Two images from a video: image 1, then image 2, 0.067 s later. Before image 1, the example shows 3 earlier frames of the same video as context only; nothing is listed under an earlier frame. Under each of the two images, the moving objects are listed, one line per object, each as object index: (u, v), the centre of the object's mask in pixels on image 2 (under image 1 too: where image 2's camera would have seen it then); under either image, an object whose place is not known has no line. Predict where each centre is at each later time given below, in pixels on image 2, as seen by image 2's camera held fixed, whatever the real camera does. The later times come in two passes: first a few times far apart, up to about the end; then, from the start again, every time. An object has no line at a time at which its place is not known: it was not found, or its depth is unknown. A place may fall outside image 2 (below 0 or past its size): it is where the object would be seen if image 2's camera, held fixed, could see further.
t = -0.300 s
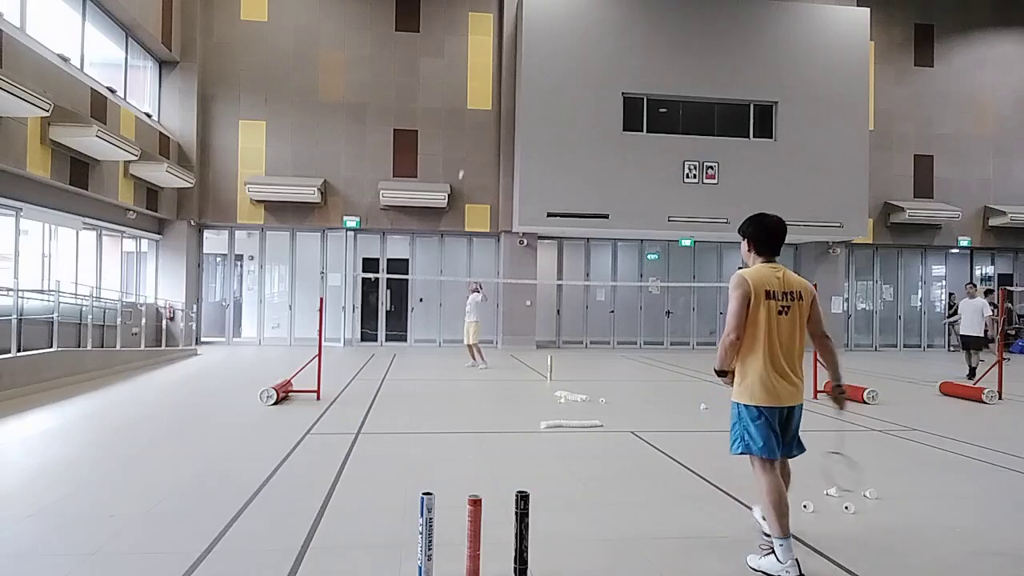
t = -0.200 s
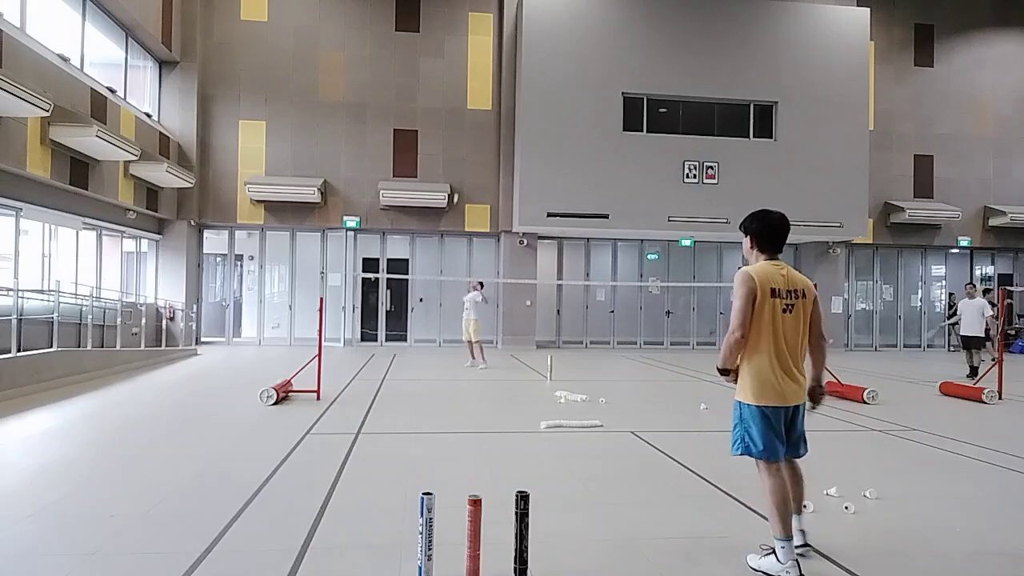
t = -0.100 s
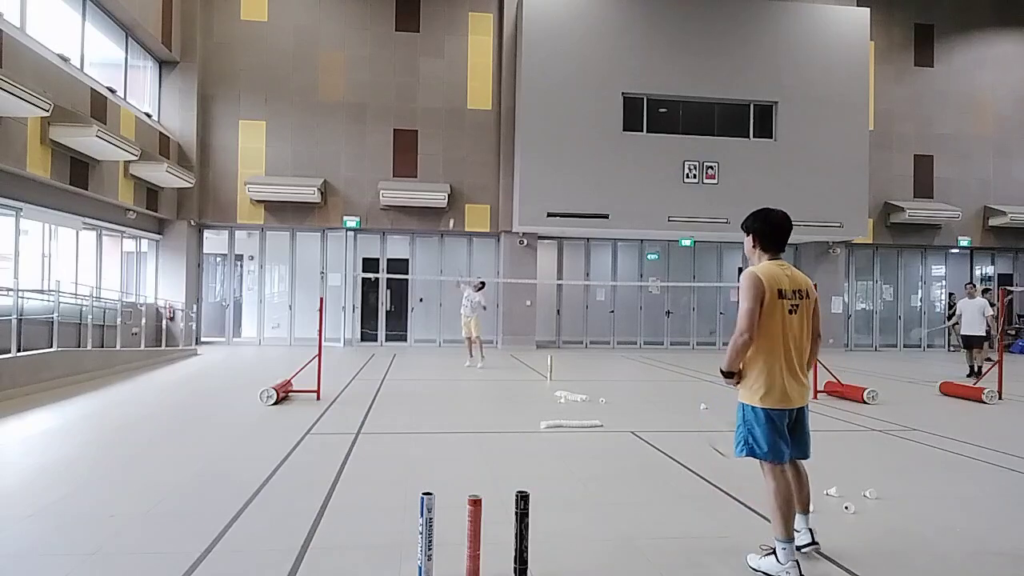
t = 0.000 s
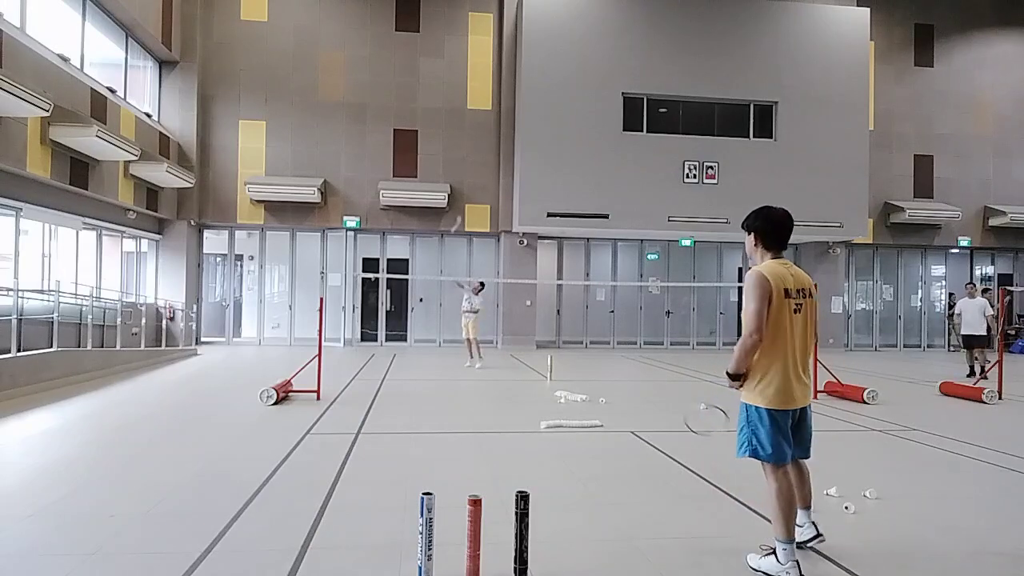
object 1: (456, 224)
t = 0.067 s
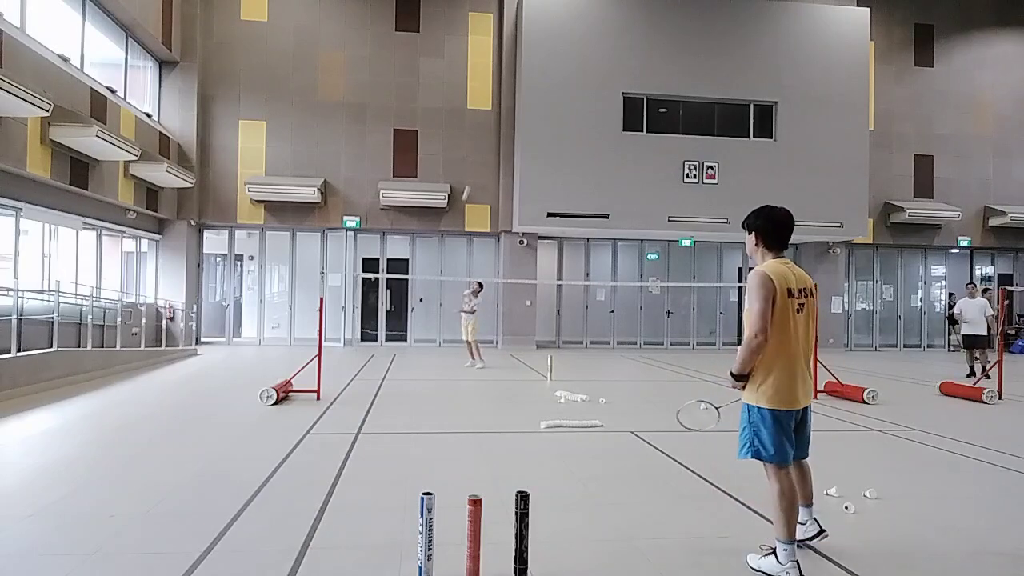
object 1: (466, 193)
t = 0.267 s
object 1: (495, 120)
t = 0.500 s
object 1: (532, 72)
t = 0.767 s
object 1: (588, 109)
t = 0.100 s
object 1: (471, 179)
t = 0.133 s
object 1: (475, 166)
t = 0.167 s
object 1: (480, 153)
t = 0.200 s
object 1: (485, 141)
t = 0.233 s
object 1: (490, 130)
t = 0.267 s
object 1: (495, 120)
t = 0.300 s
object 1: (500, 110)
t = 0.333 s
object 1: (505, 102)
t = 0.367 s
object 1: (510, 94)
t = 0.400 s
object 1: (515, 87)
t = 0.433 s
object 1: (520, 80)
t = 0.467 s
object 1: (526, 76)
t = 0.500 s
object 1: (532, 72)
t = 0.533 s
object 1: (538, 70)
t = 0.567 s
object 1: (545, 69)
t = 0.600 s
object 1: (551, 70)
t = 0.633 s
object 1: (557, 73)
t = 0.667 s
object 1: (565, 78)
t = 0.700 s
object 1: (572, 85)
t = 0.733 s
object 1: (580, 95)
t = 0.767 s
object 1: (588, 109)
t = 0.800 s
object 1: (597, 125)
